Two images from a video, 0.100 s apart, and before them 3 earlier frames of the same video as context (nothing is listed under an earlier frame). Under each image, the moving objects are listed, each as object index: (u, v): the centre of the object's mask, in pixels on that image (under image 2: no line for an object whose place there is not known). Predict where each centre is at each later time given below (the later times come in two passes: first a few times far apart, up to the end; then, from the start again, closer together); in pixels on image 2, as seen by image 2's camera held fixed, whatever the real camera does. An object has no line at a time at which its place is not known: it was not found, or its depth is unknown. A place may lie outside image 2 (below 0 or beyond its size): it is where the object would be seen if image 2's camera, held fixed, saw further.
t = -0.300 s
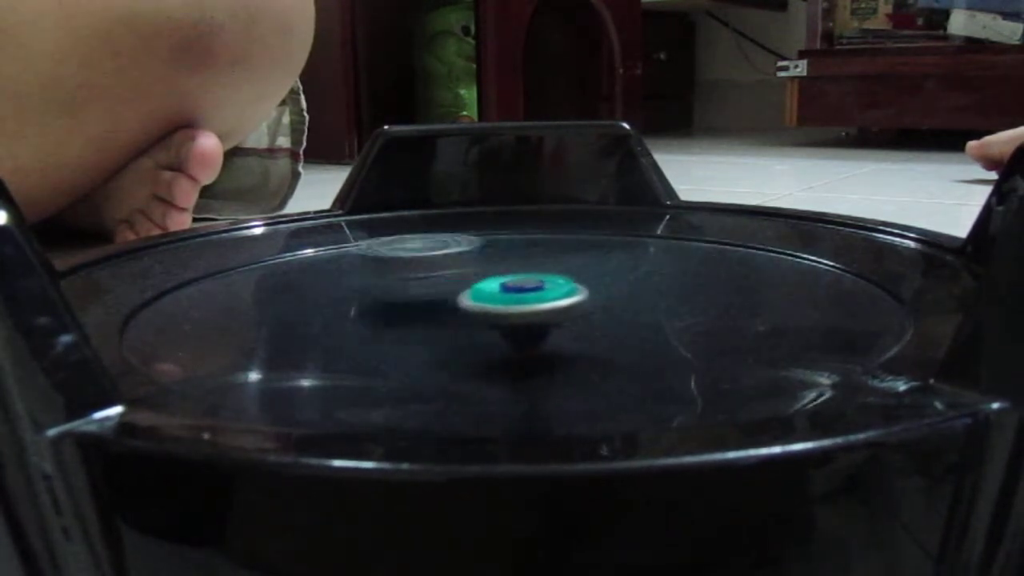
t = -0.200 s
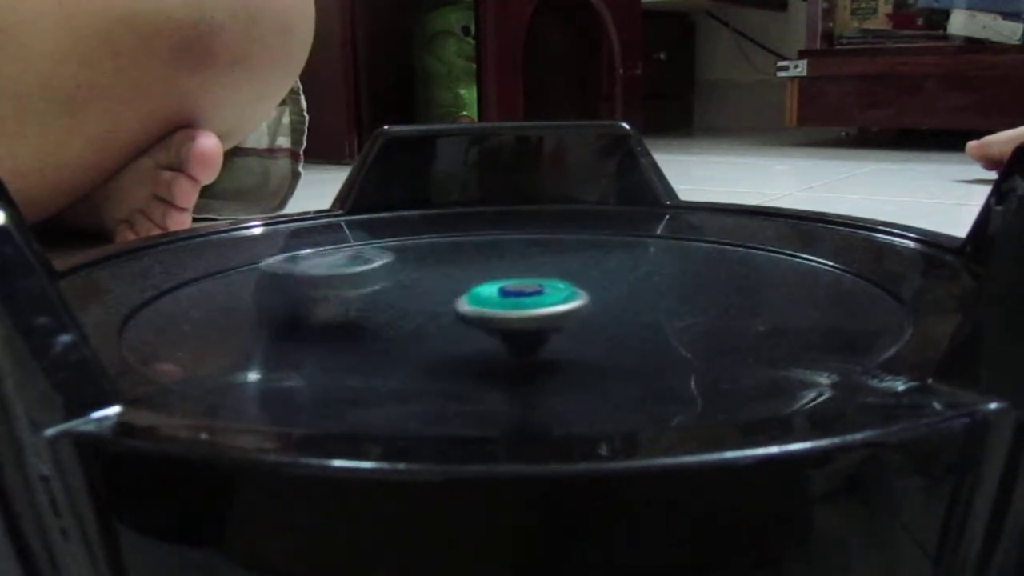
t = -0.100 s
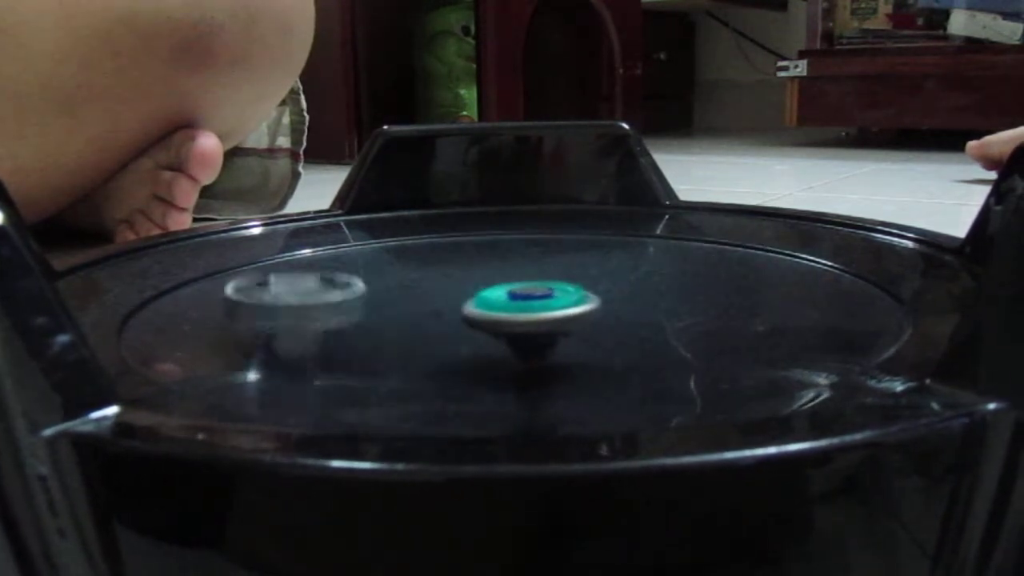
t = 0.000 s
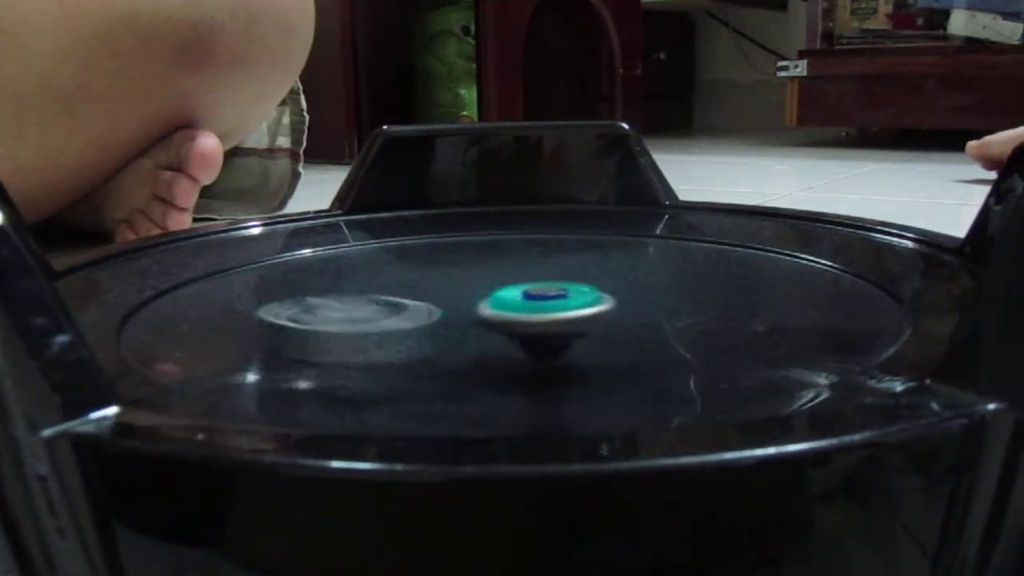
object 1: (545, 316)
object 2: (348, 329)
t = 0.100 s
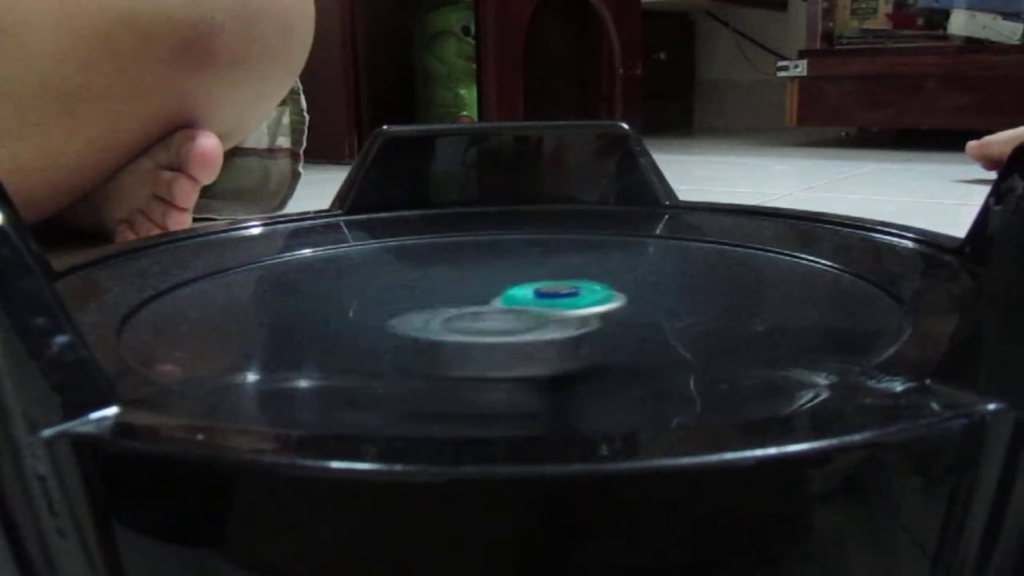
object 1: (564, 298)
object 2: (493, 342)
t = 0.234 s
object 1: (548, 310)
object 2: (699, 316)
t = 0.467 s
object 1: (499, 310)
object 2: (652, 267)
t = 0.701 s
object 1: (483, 316)
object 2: (389, 263)
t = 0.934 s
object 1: (496, 317)
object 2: (300, 309)
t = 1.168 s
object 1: (488, 306)
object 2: (602, 332)
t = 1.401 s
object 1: (470, 306)
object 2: (682, 277)
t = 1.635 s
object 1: (471, 308)
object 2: (446, 249)
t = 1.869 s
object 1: (500, 306)
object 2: (296, 302)
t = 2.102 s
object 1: (497, 285)
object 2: (525, 337)
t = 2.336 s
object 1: (484, 298)
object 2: (712, 291)
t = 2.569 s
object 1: (514, 304)
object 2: (514, 247)
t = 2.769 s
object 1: (538, 301)
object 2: (327, 284)
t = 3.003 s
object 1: (541, 295)
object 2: (415, 333)
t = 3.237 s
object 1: (514, 302)
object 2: (700, 310)
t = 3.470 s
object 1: (533, 312)
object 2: (604, 259)
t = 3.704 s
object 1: (556, 309)
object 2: (379, 279)
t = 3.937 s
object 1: (538, 306)
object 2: (395, 328)
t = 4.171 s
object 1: (503, 311)
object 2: (670, 321)
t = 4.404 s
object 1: (491, 315)
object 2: (626, 264)
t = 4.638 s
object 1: (499, 318)
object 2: (401, 279)
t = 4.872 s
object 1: (509, 313)
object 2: (374, 322)
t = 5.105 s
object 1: (488, 305)
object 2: (640, 320)
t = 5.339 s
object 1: (466, 305)
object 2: (634, 276)
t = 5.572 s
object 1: (475, 307)
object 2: (409, 266)
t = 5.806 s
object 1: (506, 304)
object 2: (353, 317)
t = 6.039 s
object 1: (507, 295)
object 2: (615, 325)
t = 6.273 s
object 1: (497, 297)
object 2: (649, 274)
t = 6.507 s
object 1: (505, 304)
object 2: (422, 258)
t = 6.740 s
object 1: (539, 305)
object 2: (318, 313)
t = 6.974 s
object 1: (542, 287)
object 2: (570, 333)
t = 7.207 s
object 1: (518, 305)
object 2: (672, 283)
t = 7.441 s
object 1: (521, 312)
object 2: (472, 257)
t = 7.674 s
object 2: (334, 304)
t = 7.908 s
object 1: (535, 291)
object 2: (499, 335)
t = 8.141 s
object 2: (668, 299)
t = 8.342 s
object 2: (565, 267)
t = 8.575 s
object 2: (371, 287)
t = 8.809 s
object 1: (513, 308)
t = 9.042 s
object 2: (673, 317)
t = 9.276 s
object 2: (607, 265)
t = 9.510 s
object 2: (392, 276)
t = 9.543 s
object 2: (374, 285)
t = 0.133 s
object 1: (560, 295)
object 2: (558, 340)
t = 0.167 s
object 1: (551, 296)
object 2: (613, 334)
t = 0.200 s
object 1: (547, 308)
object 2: (663, 325)
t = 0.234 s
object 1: (548, 310)
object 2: (699, 316)
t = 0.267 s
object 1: (545, 309)
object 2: (716, 314)
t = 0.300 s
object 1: (539, 308)
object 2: (724, 308)
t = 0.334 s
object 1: (531, 308)
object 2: (726, 300)
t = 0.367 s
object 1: (524, 308)
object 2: (723, 288)
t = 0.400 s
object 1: (515, 308)
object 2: (704, 277)
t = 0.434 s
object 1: (507, 309)
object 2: (682, 272)
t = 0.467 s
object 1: (499, 310)
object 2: (652, 267)
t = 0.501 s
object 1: (493, 311)
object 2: (621, 264)
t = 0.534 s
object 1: (488, 312)
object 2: (582, 254)
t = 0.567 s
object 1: (484, 313)
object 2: (540, 250)
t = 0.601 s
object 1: (482, 314)
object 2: (502, 251)
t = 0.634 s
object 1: (481, 315)
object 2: (466, 251)
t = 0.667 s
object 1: (482, 316)
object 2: (431, 253)
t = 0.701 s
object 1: (483, 316)
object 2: (389, 263)
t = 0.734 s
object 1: (484, 316)
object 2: (358, 268)
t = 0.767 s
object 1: (485, 317)
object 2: (335, 271)
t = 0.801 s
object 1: (486, 318)
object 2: (310, 283)
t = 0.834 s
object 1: (488, 318)
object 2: (300, 290)
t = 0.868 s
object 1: (491, 318)
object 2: (291, 297)
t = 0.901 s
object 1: (494, 317)
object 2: (289, 300)
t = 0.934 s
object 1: (496, 317)
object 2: (300, 309)
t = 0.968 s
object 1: (498, 316)
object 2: (319, 319)
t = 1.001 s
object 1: (500, 316)
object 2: (344, 327)
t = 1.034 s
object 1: (505, 312)
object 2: (385, 334)
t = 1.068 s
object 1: (504, 296)
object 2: (436, 340)
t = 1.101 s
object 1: (500, 294)
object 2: (494, 340)
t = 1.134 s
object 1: (492, 295)
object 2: (546, 338)
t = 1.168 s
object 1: (488, 306)
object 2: (602, 332)
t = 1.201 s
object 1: (491, 308)
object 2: (645, 324)
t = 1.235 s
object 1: (487, 307)
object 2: (676, 320)
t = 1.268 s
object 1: (484, 306)
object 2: (699, 312)
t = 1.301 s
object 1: (480, 306)
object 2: (707, 307)
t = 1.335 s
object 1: (477, 306)
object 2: (708, 298)
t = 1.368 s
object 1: (473, 306)
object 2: (705, 289)
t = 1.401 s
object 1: (470, 306)
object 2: (682, 277)
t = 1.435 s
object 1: (468, 306)
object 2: (656, 270)
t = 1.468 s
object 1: (466, 306)
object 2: (626, 263)
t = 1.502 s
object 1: (465, 306)
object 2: (592, 261)
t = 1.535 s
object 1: (466, 307)
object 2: (560, 258)
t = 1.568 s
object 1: (467, 307)
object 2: (524, 253)
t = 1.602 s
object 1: (468, 308)
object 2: (488, 250)
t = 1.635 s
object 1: (471, 308)
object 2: (446, 249)
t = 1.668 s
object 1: (474, 309)
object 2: (408, 260)
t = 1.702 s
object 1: (479, 309)
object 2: (381, 265)
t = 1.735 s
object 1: (485, 308)
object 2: (356, 268)
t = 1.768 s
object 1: (490, 308)
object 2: (322, 280)
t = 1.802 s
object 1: (494, 307)
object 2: (312, 286)
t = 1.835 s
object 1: (497, 306)
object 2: (302, 292)
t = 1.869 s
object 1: (500, 306)
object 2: (296, 302)
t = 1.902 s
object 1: (503, 304)
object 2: (302, 310)
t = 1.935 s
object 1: (504, 301)
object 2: (321, 313)
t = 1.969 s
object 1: (504, 300)
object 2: (343, 321)
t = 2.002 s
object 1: (505, 299)
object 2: (378, 329)
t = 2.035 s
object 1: (506, 289)
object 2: (421, 335)
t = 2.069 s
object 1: (502, 285)
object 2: (475, 337)
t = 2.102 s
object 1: (497, 285)
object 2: (525, 337)
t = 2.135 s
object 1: (492, 286)
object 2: (575, 334)
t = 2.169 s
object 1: (492, 295)
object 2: (623, 328)
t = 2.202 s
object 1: (490, 295)
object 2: (669, 316)
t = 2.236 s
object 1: (488, 296)
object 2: (695, 314)
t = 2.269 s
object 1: (486, 297)
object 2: (709, 306)
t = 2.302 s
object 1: (485, 298)
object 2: (713, 298)
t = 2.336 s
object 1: (484, 298)
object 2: (712, 291)
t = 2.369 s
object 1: (485, 300)
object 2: (698, 277)
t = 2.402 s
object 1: (487, 301)
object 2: (679, 270)
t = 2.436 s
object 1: (491, 302)
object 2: (653, 265)
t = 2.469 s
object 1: (496, 303)
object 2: (618, 254)
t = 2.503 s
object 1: (502, 304)
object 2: (587, 253)
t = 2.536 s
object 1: (508, 304)
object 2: (548, 247)
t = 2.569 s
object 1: (514, 304)
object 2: (514, 247)
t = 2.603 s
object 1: (518, 304)
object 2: (474, 248)
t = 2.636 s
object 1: (523, 303)
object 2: (446, 251)
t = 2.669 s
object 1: (529, 303)
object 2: (409, 257)
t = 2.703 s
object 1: (532, 303)
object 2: (375, 267)
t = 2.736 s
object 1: (536, 302)
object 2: (354, 274)
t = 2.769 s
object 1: (538, 301)
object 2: (327, 284)
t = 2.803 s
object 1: (541, 300)
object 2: (318, 291)
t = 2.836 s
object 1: (543, 299)
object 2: (315, 292)
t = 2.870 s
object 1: (543, 299)
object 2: (319, 301)
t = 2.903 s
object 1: (544, 298)
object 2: (329, 310)
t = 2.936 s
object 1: (543, 297)
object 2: (349, 319)
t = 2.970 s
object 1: (542, 296)
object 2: (381, 327)
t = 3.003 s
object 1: (541, 295)
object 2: (415, 333)
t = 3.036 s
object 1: (540, 287)
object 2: (466, 336)
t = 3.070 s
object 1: (531, 284)
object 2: (514, 336)
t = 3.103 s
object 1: (525, 285)
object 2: (561, 335)
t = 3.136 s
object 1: (518, 289)
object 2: (608, 329)
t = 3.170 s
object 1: (519, 299)
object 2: (648, 322)
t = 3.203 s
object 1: (517, 300)
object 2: (679, 317)
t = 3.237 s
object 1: (514, 302)
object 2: (700, 310)
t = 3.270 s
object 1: (513, 304)
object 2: (709, 302)
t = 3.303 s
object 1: (514, 306)
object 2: (711, 293)
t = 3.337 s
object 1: (515, 307)
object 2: (703, 283)
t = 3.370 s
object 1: (518, 309)
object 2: (684, 273)
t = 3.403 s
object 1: (521, 310)
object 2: (667, 269)
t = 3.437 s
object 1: (527, 311)
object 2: (634, 265)
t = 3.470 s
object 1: (533, 312)
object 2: (604, 259)
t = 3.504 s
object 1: (537, 312)
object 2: (569, 253)
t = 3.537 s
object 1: (542, 312)
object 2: (536, 254)
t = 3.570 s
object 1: (545, 312)
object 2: (501, 255)
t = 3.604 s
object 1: (549, 311)
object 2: (465, 261)
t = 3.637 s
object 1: (553, 310)
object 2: (431, 269)
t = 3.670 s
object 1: (555, 310)
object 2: (402, 274)
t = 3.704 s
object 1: (556, 309)
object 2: (379, 279)
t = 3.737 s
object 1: (558, 309)
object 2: (358, 285)
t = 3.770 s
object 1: (557, 308)
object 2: (351, 290)
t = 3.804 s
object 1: (556, 307)
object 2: (341, 302)
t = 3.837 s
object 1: (553, 307)
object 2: (344, 310)
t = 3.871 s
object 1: (549, 306)
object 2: (355, 319)
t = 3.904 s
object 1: (543, 306)
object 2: (371, 321)
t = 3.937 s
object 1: (538, 306)
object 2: (395, 328)
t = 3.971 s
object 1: (535, 303)
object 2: (430, 332)
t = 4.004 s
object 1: (525, 291)
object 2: (476, 335)
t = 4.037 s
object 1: (516, 291)
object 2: (516, 337)
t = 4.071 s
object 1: (505, 294)
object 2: (564, 334)
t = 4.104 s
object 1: (502, 307)
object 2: (606, 330)
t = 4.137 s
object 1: (504, 309)
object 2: (639, 324)
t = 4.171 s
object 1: (503, 311)
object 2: (670, 321)
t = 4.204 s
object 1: (500, 311)
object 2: (692, 312)
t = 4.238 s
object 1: (499, 312)
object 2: (700, 306)
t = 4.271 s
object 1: (497, 312)
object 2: (701, 297)
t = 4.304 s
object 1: (495, 313)
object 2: (698, 290)
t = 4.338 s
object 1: (493, 314)
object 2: (676, 280)
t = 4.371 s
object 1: (491, 315)
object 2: (653, 273)
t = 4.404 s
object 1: (491, 315)
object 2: (626, 264)
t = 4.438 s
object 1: (491, 316)
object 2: (593, 261)
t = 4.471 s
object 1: (491, 317)
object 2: (566, 261)
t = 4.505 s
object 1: (491, 317)
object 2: (533, 260)
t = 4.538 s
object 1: (493, 318)
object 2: (498, 261)
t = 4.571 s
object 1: (494, 318)
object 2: (466, 262)
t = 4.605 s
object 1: (496, 318)
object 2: (433, 266)
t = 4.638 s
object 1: (499, 318)
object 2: (401, 279)
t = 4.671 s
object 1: (501, 318)
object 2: (383, 285)
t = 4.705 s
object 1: (503, 316)
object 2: (367, 289)
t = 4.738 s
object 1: (505, 316)
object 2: (353, 297)
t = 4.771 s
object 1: (507, 316)
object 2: (346, 301)
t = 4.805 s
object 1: (507, 315)
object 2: (349, 313)
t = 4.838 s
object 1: (508, 314)
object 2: (358, 320)
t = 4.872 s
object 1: (509, 313)
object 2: (374, 322)
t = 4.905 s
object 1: (513, 311)
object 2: (400, 330)
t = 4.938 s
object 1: (515, 300)
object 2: (435, 335)
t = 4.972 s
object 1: (507, 293)
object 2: (479, 336)
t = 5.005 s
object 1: (497, 293)
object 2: (519, 336)
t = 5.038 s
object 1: (490, 295)
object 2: (568, 333)
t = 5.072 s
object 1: (489, 304)
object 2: (605, 327)
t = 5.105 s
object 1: (488, 305)
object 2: (640, 320)
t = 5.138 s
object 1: (484, 305)
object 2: (661, 320)
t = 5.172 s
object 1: (481, 305)
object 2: (677, 312)
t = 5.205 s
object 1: (477, 304)
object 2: (687, 303)
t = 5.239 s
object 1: (474, 304)
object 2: (683, 298)
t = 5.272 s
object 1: (471, 304)
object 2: (672, 288)
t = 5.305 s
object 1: (468, 305)
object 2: (654, 282)
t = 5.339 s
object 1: (466, 305)
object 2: (634, 276)
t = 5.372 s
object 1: (464, 305)
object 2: (603, 266)
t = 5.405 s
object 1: (464, 306)
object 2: (572, 263)
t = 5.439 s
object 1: (465, 307)
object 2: (544, 263)
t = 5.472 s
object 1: (466, 308)
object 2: (514, 260)
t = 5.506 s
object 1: (468, 308)
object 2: (478, 258)
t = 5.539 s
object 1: (471, 308)
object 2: (441, 260)
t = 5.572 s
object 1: (475, 307)
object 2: (409, 266)
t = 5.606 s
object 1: (478, 309)
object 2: (384, 273)
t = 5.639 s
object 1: (484, 309)
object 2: (366, 278)
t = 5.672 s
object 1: (489, 308)
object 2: (347, 292)
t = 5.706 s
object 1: (494, 307)
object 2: (338, 294)
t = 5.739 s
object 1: (498, 306)
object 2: (336, 301)
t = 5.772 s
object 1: (503, 305)
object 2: (340, 308)
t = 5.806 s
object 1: (506, 304)
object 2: (353, 317)
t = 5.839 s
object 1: (509, 303)
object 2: (374, 324)
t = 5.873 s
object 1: (514, 300)
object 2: (404, 331)
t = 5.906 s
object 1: (516, 289)
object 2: (450, 334)
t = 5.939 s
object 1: (514, 288)
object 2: (488, 336)
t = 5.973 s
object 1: (510, 287)
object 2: (530, 336)
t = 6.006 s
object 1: (508, 287)
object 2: (575, 332)
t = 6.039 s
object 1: (507, 295)
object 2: (615, 325)
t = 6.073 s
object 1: (508, 296)
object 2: (646, 321)
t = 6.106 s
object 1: (506, 296)
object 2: (668, 318)
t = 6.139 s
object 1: (505, 296)
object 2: (680, 310)
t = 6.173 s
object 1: (502, 296)
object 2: (682, 302)
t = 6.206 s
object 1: (500, 296)
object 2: (682, 291)
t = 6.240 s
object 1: (498, 296)
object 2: (668, 282)
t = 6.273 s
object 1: (497, 297)
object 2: (649, 274)
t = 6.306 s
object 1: (496, 299)
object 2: (623, 263)
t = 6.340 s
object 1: (495, 299)
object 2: (593, 258)
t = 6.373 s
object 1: (496, 301)
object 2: (564, 254)
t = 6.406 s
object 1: (496, 301)
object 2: (531, 252)
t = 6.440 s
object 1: (498, 302)
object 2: (491, 251)
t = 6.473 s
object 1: (501, 304)
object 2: (455, 254)
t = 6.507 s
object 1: (505, 304)
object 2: (422, 258)
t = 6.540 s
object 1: (509, 305)
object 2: (395, 271)
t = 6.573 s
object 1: (514, 305)
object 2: (366, 275)
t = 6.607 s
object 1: (520, 306)
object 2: (341, 281)
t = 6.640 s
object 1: (526, 306)
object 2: (322, 290)
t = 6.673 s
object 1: (531, 306)
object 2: (315, 296)
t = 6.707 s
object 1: (535, 306)
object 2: (314, 304)
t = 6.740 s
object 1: (539, 305)
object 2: (318, 313)
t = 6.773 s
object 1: (541, 304)
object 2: (335, 317)
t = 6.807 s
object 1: (543, 303)
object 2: (356, 323)
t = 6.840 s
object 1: (544, 303)
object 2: (387, 330)
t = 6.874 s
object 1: (548, 300)
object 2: (433, 334)
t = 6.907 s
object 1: (549, 290)
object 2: (482, 336)
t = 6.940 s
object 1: (546, 287)
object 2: (524, 336)
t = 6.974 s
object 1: (542, 287)
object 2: (570, 333)
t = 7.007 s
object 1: (533, 290)
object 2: (617, 323)
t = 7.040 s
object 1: (533, 299)
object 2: (648, 317)
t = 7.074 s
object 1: (532, 301)
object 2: (666, 317)
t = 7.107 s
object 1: (528, 301)
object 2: (680, 309)
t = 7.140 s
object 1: (524, 302)
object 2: (684, 301)
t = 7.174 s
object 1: (520, 303)
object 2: (685, 292)
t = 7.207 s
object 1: (518, 305)
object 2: (672, 283)
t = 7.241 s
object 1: (515, 306)
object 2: (655, 274)
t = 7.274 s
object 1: (514, 307)
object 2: (628, 264)
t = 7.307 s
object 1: (514, 309)
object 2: (599, 264)
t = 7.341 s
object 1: (515, 310)
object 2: (574, 259)
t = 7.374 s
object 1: (517, 311)
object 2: (537, 254)
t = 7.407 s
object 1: (519, 313)
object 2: (505, 255)
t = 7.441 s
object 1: (521, 312)
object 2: (472, 257)
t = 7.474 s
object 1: (524, 314)
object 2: (441, 265)
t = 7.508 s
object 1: (528, 314)
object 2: (413, 272)
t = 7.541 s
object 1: (531, 314)
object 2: (388, 276)
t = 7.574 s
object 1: (534, 314)
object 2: (364, 282)
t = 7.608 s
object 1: (538, 313)
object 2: (348, 288)
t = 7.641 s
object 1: (540, 313)
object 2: (339, 296)
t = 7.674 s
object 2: (334, 304)
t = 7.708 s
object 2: (341, 311)
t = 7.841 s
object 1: (543, 309)
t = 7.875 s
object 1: (545, 300)
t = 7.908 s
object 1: (535, 291)
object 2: (499, 335)
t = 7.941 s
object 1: (522, 290)
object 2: (542, 332)
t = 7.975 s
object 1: (506, 294)
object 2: (579, 328)
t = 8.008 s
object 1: (505, 307)
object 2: (609, 323)
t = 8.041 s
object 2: (638, 320)
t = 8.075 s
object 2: (655, 314)
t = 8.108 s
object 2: (666, 306)
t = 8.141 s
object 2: (668, 299)
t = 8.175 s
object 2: (666, 290)
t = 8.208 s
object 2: (656, 283)
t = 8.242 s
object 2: (637, 275)
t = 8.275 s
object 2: (615, 271)
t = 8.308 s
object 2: (589, 268)
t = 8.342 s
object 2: (565, 267)
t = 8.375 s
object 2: (535, 263)
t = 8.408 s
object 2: (506, 262)
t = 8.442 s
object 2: (471, 260)
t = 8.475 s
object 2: (439, 262)
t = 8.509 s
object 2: (411, 268)
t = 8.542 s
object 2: (383, 280)
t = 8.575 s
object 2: (371, 287)
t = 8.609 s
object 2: (361, 292)
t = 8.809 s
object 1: (513, 308)
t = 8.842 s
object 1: (509, 292)
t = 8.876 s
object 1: (504, 291)
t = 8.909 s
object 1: (496, 291)
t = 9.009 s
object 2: (652, 316)
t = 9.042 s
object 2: (673, 317)
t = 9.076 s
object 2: (689, 307)
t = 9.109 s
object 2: (692, 300)
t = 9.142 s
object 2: (690, 292)
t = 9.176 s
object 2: (681, 284)
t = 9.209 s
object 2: (661, 273)
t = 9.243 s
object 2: (638, 265)
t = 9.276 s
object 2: (607, 265)
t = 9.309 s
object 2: (582, 264)
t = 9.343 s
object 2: (559, 264)
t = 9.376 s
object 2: (526, 260)
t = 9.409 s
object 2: (483, 253)
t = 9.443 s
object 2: (454, 256)
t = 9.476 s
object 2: (406, 272)
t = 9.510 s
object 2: (392, 276)
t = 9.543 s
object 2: (374, 285)
